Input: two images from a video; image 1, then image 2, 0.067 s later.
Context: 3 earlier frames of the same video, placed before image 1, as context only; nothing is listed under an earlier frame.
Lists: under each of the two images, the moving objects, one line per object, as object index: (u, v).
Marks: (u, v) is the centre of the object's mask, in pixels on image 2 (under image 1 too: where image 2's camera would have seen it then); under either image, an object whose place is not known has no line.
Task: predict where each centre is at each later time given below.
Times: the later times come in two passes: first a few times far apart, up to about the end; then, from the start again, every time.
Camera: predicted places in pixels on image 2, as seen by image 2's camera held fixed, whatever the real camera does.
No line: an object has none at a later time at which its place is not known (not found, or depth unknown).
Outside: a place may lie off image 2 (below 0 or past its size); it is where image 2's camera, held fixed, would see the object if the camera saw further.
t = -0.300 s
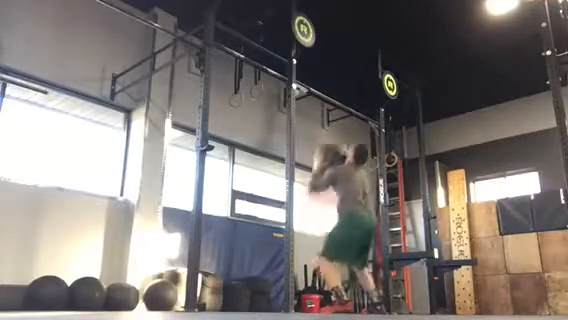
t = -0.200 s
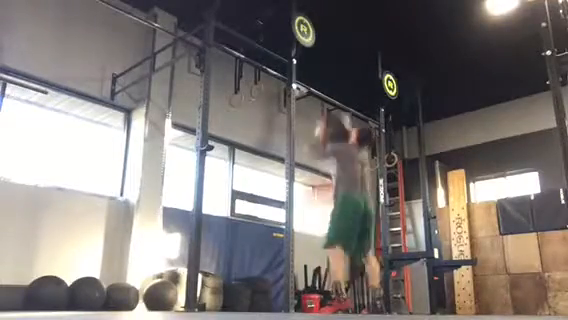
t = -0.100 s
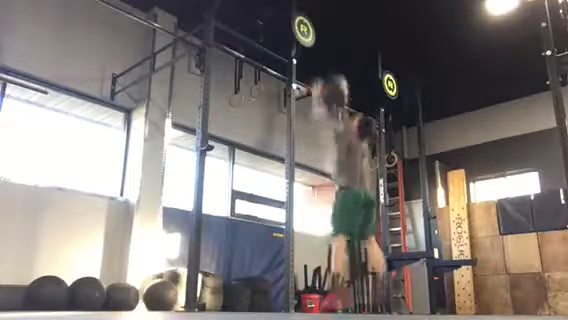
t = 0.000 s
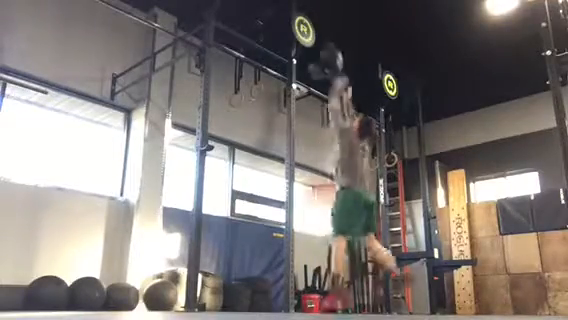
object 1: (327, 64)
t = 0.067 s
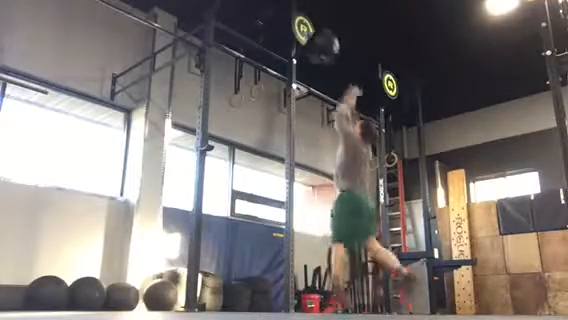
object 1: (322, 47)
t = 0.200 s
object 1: (312, 28)
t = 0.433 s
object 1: (314, 26)
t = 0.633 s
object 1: (324, 62)
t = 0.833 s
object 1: (330, 127)
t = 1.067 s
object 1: (343, 269)
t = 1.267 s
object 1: (339, 260)
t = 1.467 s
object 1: (332, 246)
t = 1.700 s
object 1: (328, 279)
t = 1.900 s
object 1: (319, 286)
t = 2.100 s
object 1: (312, 293)
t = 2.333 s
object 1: (307, 294)
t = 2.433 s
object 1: (304, 296)
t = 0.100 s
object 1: (314, 37)
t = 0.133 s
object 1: (313, 34)
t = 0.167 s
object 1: (314, 31)
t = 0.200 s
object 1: (312, 28)
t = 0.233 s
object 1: (312, 27)
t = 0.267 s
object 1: (312, 28)
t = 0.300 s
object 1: (312, 26)
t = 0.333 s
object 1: (313, 25)
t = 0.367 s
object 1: (313, 25)
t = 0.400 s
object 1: (314, 26)
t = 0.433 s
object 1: (314, 26)
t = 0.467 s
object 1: (315, 29)
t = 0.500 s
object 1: (315, 31)
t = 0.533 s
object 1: (315, 34)
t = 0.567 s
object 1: (315, 40)
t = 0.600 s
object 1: (323, 52)
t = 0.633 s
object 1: (324, 62)
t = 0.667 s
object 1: (324, 69)
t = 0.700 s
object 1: (325, 78)
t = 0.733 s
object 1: (327, 86)
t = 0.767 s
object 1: (329, 100)
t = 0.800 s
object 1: (330, 113)
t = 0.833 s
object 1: (330, 127)
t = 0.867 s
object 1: (331, 143)
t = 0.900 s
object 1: (332, 159)
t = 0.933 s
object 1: (332, 178)
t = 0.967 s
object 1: (334, 196)
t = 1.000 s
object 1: (334, 220)
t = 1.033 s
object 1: (338, 249)
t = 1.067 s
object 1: (343, 269)
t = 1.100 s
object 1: (341, 294)
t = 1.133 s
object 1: (340, 294)
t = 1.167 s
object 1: (339, 282)
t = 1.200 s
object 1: (339, 274)
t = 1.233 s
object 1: (338, 266)
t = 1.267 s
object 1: (339, 260)
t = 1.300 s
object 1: (336, 253)
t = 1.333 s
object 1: (335, 249)
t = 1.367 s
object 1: (333, 247)
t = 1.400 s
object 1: (333, 245)
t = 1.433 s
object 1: (332, 245)
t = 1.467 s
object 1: (332, 246)
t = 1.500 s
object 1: (331, 247)
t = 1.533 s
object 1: (330, 250)
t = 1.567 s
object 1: (330, 253)
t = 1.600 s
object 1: (330, 259)
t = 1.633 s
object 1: (329, 264)
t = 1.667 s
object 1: (329, 272)
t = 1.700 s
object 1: (328, 279)
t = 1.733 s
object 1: (327, 291)
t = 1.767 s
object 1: (326, 292)
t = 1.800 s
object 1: (325, 291)
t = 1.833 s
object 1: (324, 291)
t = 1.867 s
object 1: (322, 290)
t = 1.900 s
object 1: (319, 286)
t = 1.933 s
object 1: (320, 289)
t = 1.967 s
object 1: (316, 286)
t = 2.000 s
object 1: (314, 288)
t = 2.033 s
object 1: (313, 289)
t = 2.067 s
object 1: (312, 293)
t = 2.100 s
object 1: (312, 293)
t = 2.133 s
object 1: (311, 292)
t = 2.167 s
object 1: (310, 292)
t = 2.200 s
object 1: (308, 292)
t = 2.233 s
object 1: (308, 293)
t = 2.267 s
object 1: (307, 293)
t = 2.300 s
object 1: (307, 293)
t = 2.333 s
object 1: (307, 294)
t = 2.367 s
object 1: (307, 293)
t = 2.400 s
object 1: (307, 293)
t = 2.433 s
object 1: (304, 296)
